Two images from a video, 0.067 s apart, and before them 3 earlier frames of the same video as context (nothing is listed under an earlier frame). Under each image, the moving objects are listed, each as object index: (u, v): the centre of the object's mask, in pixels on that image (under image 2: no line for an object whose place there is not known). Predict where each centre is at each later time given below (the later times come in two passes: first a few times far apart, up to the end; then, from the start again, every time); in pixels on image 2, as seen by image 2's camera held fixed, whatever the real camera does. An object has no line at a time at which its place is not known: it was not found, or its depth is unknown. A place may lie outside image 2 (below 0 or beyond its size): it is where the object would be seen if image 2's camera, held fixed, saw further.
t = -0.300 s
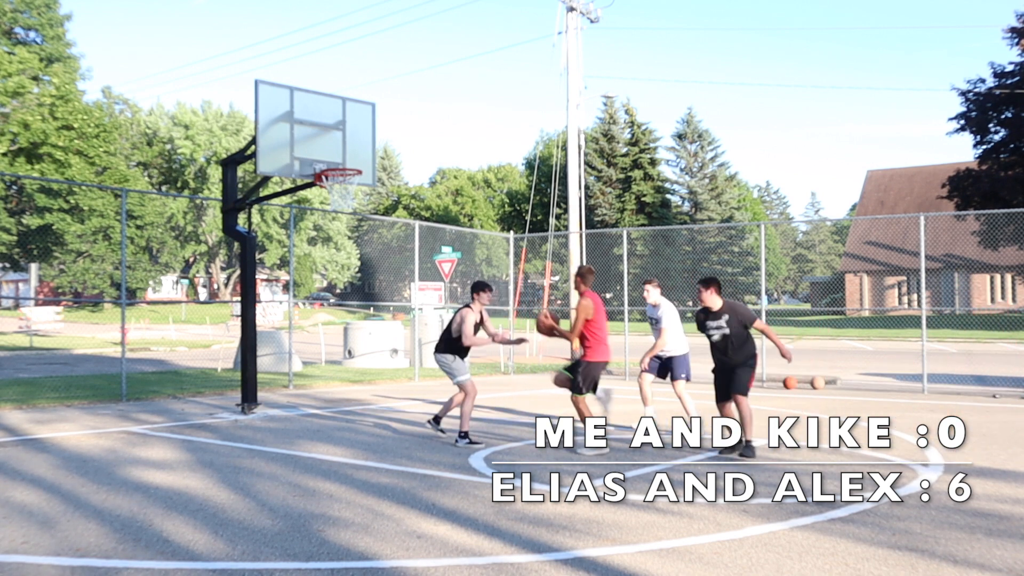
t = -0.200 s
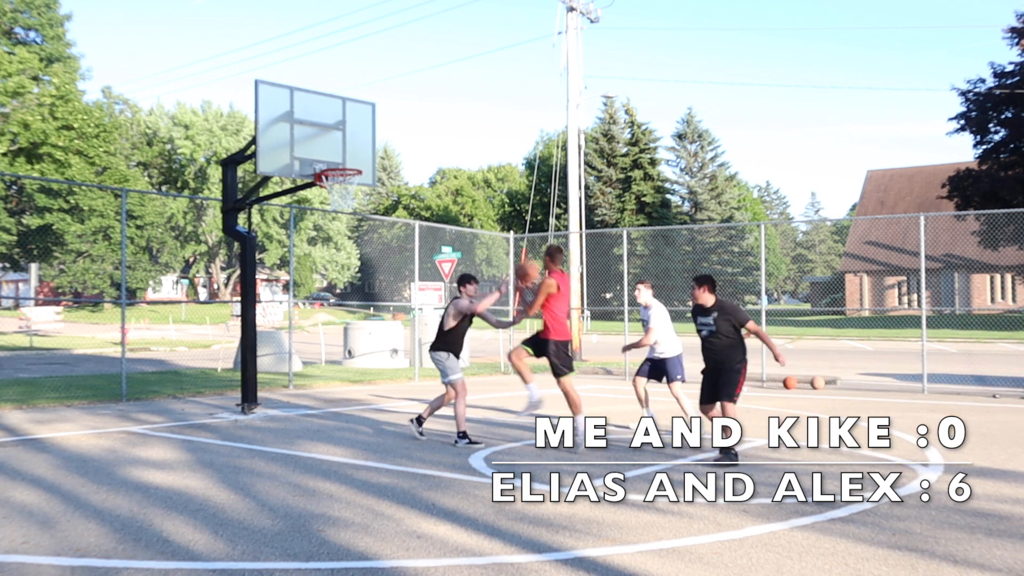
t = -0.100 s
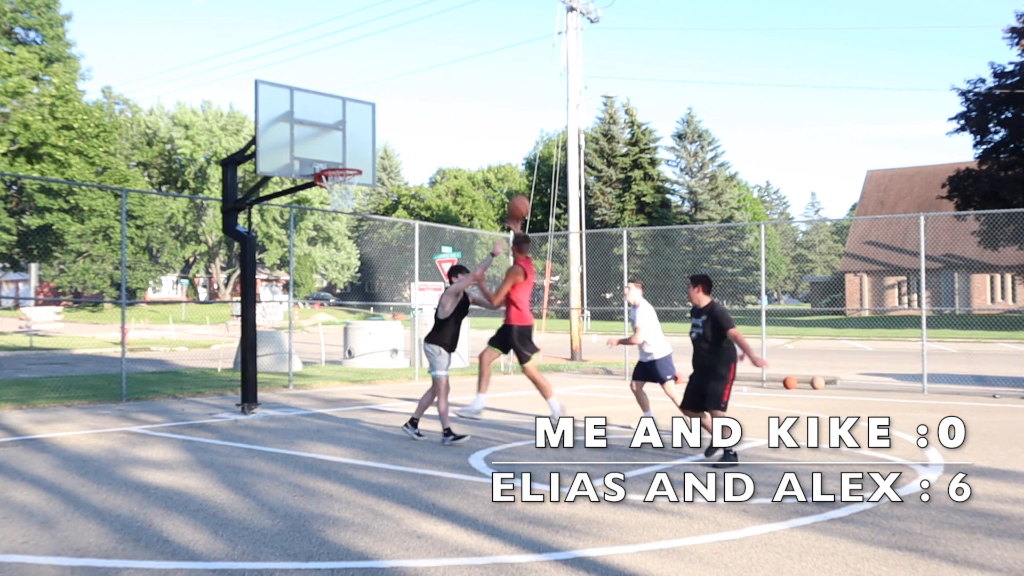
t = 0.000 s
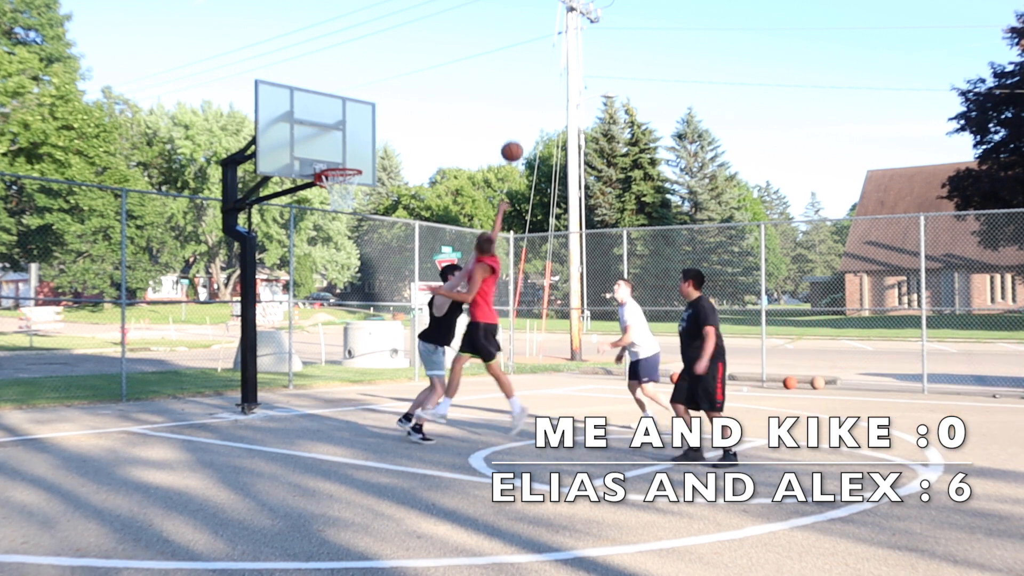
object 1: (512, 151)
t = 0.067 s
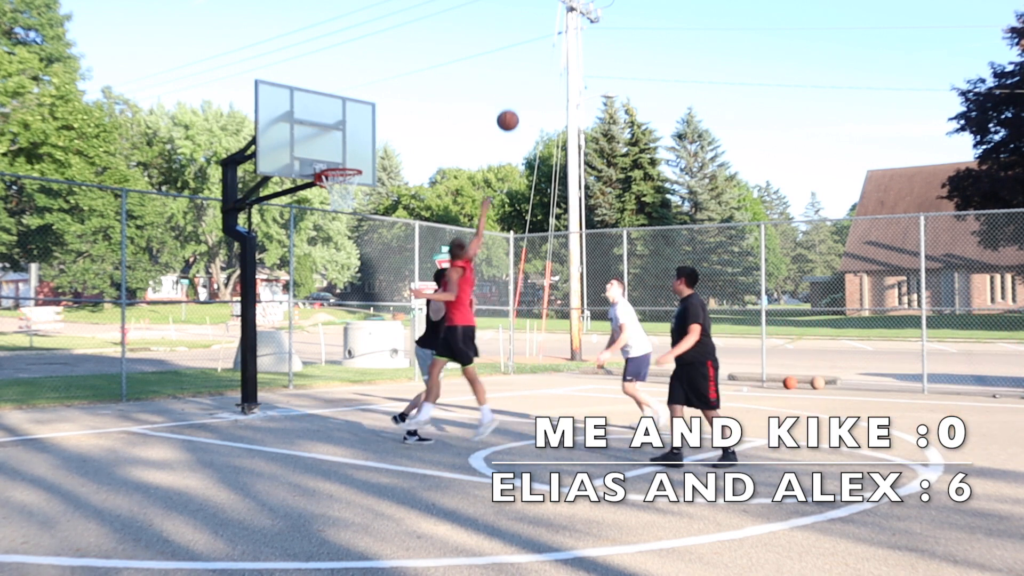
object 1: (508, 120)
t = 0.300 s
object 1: (493, 48)
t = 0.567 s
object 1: (479, 30)
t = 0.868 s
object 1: (465, 84)
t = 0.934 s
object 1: (462, 106)
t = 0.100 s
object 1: (505, 106)
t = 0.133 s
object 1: (503, 94)
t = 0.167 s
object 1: (501, 82)
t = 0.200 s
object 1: (499, 72)
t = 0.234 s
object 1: (497, 63)
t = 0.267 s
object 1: (495, 55)
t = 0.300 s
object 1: (493, 48)
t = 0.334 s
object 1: (492, 42)
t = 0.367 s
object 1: (490, 37)
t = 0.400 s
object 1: (488, 34)
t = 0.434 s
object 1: (486, 31)
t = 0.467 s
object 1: (484, 29)
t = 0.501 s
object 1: (483, 28)
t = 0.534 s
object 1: (481, 28)
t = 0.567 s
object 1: (479, 30)
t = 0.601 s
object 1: (477, 32)
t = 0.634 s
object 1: (476, 35)
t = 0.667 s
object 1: (474, 39)
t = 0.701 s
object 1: (473, 44)
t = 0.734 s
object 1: (471, 50)
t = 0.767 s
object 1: (470, 57)
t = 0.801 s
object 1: (468, 65)
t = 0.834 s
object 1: (467, 74)
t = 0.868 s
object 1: (465, 84)
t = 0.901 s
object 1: (464, 94)
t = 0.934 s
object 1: (462, 106)
